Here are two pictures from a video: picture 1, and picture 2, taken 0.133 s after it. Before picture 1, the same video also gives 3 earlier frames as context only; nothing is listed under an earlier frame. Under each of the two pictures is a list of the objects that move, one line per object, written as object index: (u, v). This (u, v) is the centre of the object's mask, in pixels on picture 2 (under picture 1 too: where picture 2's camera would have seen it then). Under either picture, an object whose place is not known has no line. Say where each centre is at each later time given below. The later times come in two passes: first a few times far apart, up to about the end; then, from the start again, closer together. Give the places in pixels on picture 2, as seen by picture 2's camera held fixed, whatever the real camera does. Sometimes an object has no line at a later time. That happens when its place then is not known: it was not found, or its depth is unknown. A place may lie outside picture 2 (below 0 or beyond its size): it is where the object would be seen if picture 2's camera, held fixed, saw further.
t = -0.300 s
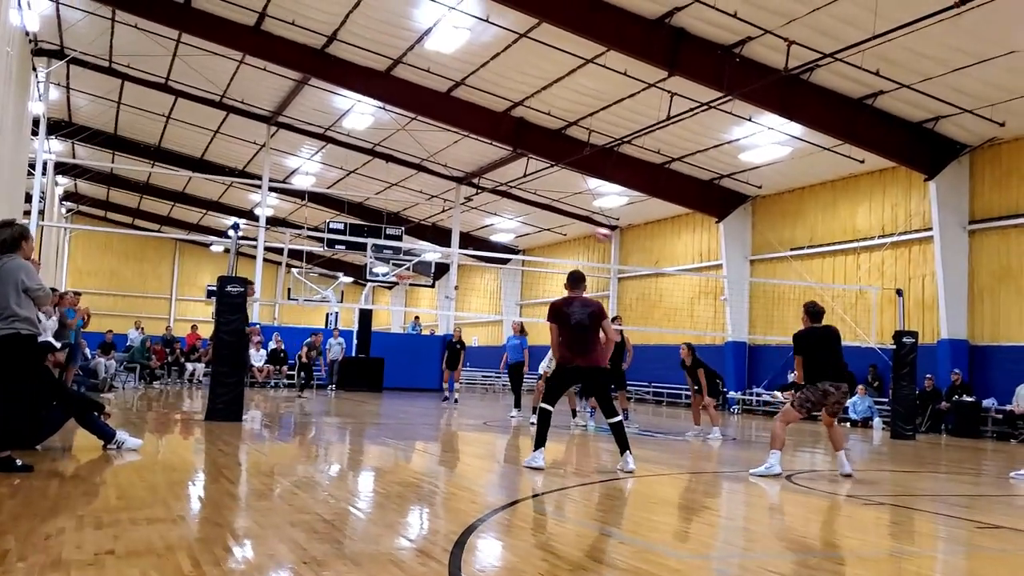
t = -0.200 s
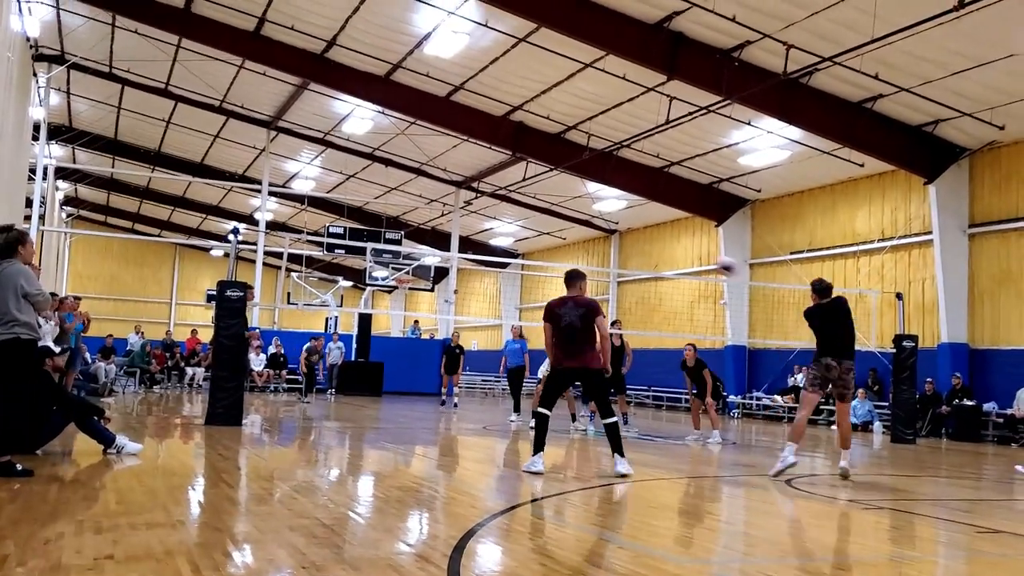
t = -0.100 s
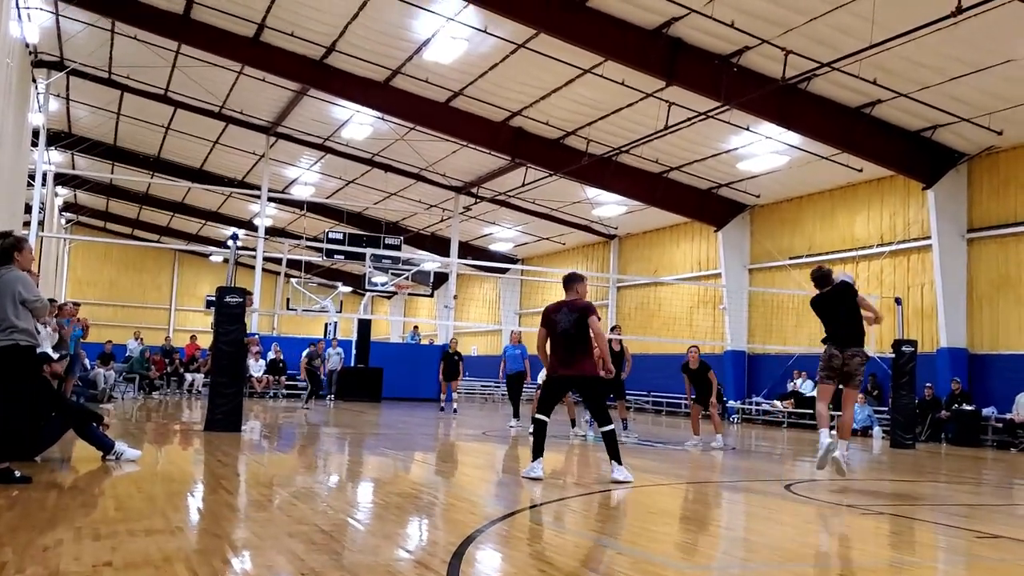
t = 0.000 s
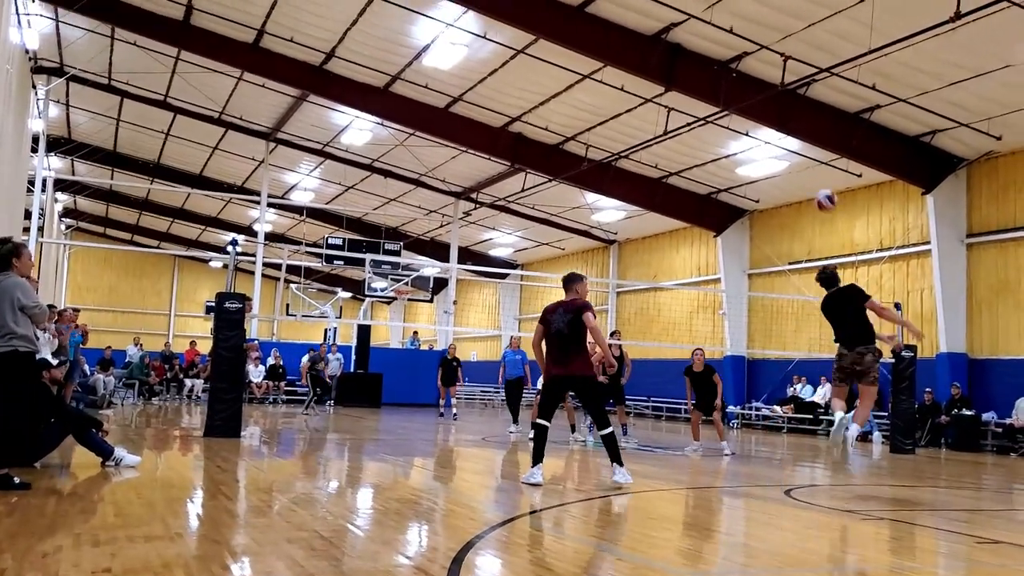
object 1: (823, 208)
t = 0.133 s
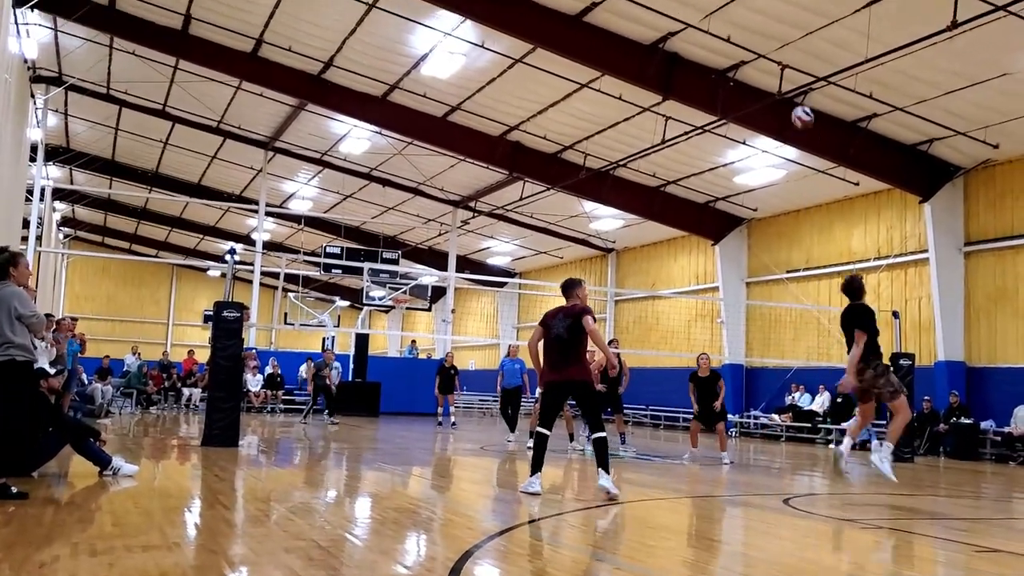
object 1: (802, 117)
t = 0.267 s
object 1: (783, 48)
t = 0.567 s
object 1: (744, -39)
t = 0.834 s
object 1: (714, -49)
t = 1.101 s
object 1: (685, -5)
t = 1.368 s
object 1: (656, 86)
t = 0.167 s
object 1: (797, 97)
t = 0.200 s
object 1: (791, 78)
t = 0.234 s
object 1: (787, 63)
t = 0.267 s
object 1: (783, 48)
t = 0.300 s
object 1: (778, 34)
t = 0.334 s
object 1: (774, 21)
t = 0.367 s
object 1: (769, 9)
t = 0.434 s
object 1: (761, -11)
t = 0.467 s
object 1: (756, -19)
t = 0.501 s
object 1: (752, -27)
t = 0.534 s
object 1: (748, -33)
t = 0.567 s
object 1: (744, -39)
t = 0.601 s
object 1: (741, -42)
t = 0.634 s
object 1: (737, -44)
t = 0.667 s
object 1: (733, -46)
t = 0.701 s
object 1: (729, -47)
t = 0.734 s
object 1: (725, -48)
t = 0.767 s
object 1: (721, -49)
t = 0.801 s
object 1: (718, -49)
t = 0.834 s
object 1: (714, -49)
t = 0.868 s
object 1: (711, -47)
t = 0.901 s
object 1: (707, -44)
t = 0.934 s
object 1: (704, -39)
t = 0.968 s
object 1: (700, -34)
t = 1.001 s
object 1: (696, -28)
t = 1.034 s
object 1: (692, -21)
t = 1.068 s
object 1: (689, -14)
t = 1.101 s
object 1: (685, -5)
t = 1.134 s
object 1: (681, 3)
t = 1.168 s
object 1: (678, 13)
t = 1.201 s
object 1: (674, 24)
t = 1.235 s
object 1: (671, 35)
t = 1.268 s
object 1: (667, 47)
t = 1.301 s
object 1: (664, 59)
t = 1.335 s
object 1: (660, 73)
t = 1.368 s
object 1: (656, 86)
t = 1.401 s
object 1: (653, 100)
